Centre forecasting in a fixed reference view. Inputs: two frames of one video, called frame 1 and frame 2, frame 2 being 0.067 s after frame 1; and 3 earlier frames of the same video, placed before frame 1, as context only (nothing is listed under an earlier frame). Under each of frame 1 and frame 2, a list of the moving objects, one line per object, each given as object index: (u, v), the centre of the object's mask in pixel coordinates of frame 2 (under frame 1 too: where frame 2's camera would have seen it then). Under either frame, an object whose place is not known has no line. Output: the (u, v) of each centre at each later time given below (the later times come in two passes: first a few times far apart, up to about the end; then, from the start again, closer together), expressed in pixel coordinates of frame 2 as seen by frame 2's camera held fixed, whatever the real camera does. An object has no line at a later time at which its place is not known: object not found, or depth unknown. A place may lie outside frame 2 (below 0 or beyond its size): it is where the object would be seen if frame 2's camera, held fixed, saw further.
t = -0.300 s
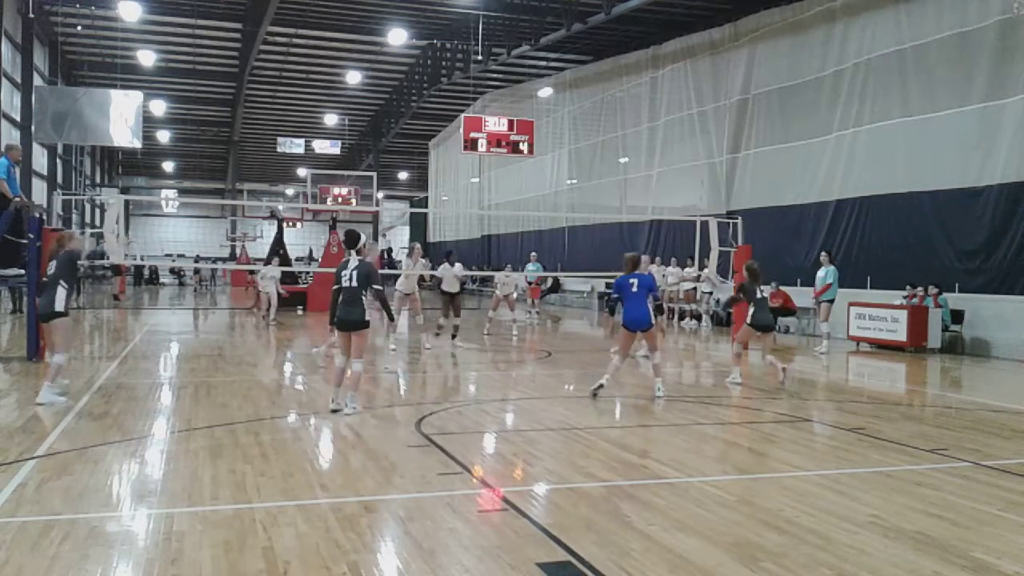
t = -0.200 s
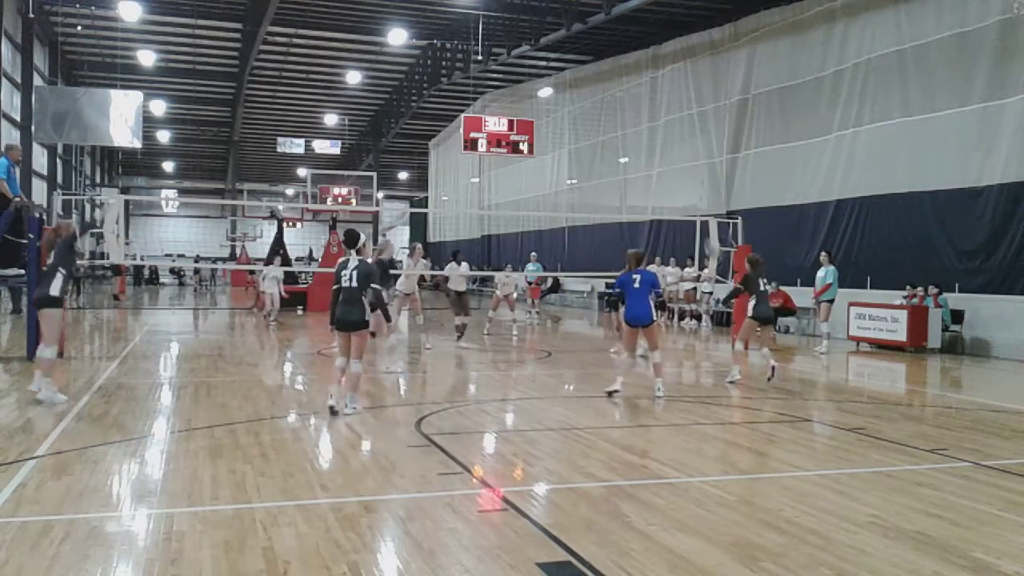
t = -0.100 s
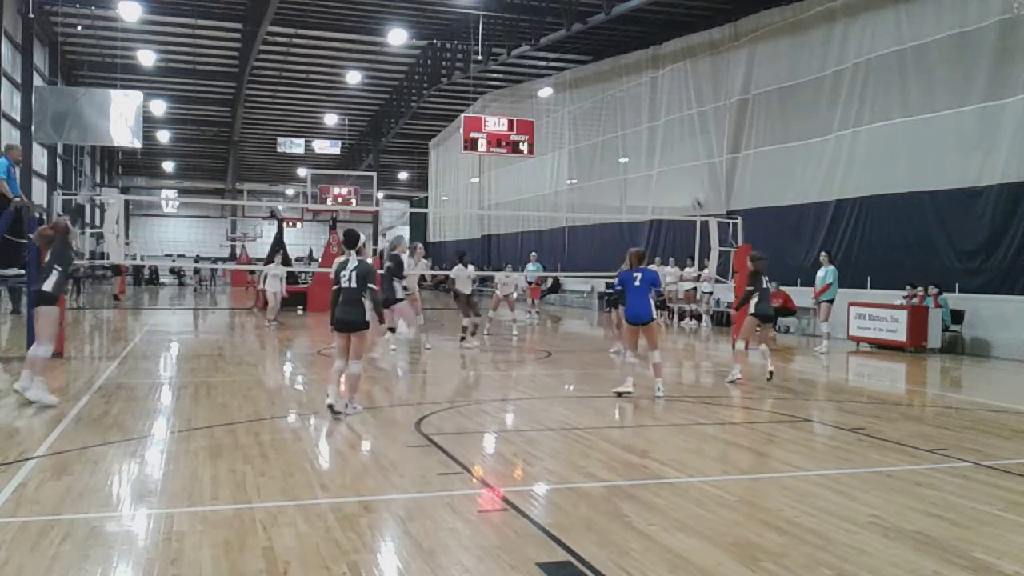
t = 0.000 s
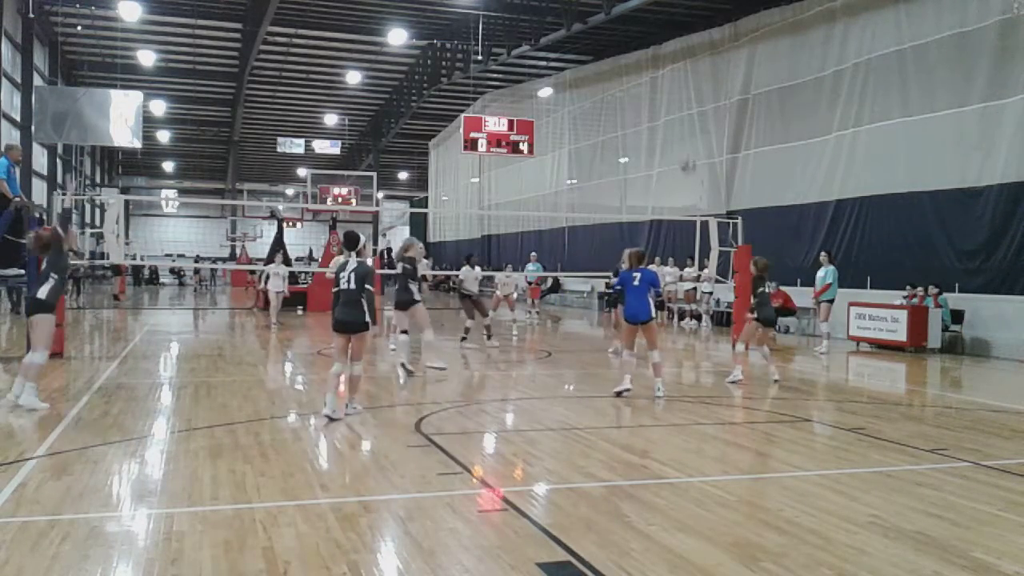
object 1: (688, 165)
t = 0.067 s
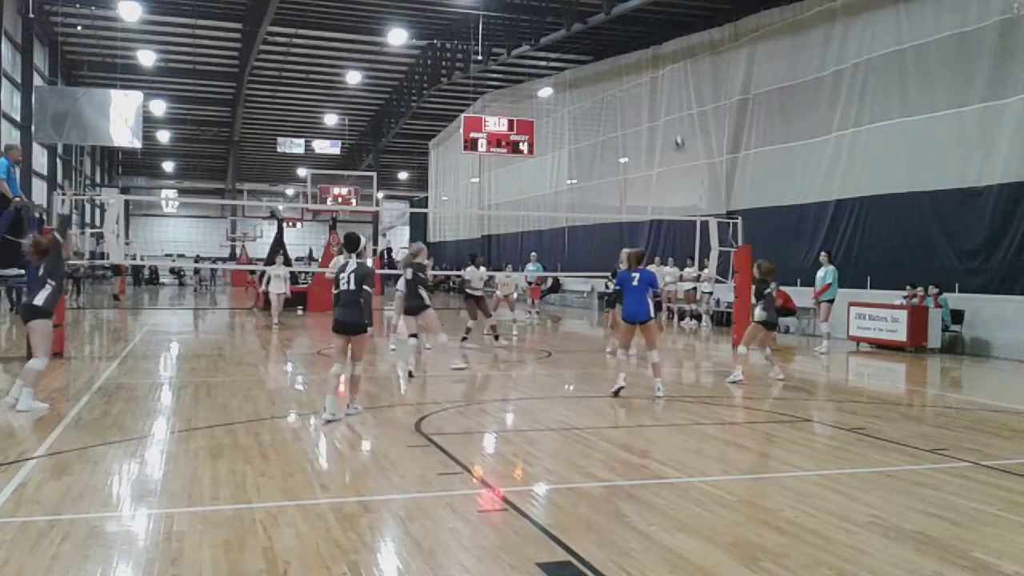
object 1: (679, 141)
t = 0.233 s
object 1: (661, 109)
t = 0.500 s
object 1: (633, 95)
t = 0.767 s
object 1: (606, 126)
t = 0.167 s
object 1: (668, 118)
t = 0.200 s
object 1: (664, 114)
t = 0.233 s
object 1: (661, 109)
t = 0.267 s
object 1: (657, 103)
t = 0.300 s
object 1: (654, 100)
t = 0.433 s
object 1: (639, 94)
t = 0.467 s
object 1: (636, 94)
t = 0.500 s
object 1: (633, 95)
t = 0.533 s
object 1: (629, 96)
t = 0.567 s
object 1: (626, 98)
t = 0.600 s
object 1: (622, 101)
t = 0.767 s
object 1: (606, 126)
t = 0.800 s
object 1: (604, 133)
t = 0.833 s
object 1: (600, 140)
